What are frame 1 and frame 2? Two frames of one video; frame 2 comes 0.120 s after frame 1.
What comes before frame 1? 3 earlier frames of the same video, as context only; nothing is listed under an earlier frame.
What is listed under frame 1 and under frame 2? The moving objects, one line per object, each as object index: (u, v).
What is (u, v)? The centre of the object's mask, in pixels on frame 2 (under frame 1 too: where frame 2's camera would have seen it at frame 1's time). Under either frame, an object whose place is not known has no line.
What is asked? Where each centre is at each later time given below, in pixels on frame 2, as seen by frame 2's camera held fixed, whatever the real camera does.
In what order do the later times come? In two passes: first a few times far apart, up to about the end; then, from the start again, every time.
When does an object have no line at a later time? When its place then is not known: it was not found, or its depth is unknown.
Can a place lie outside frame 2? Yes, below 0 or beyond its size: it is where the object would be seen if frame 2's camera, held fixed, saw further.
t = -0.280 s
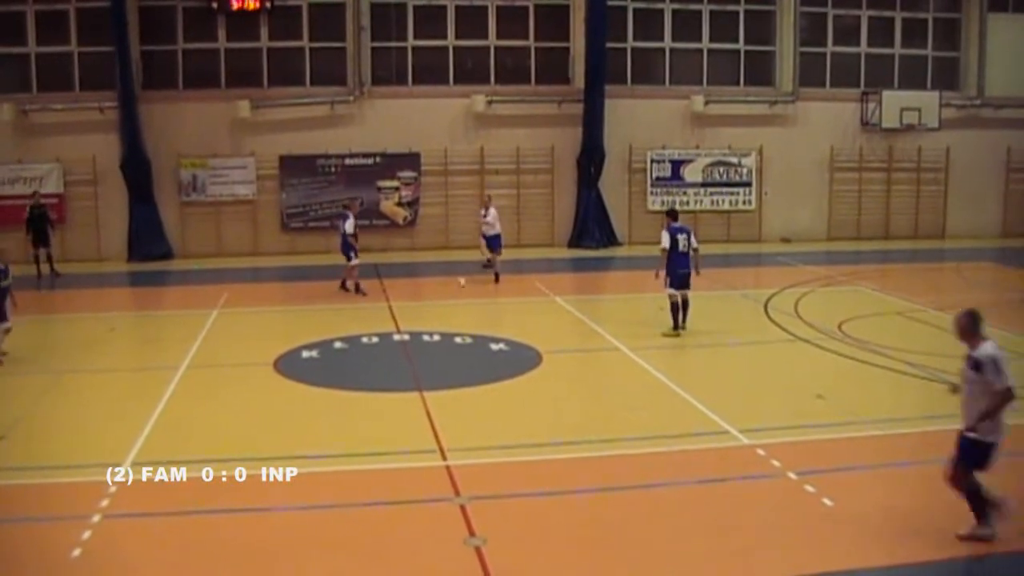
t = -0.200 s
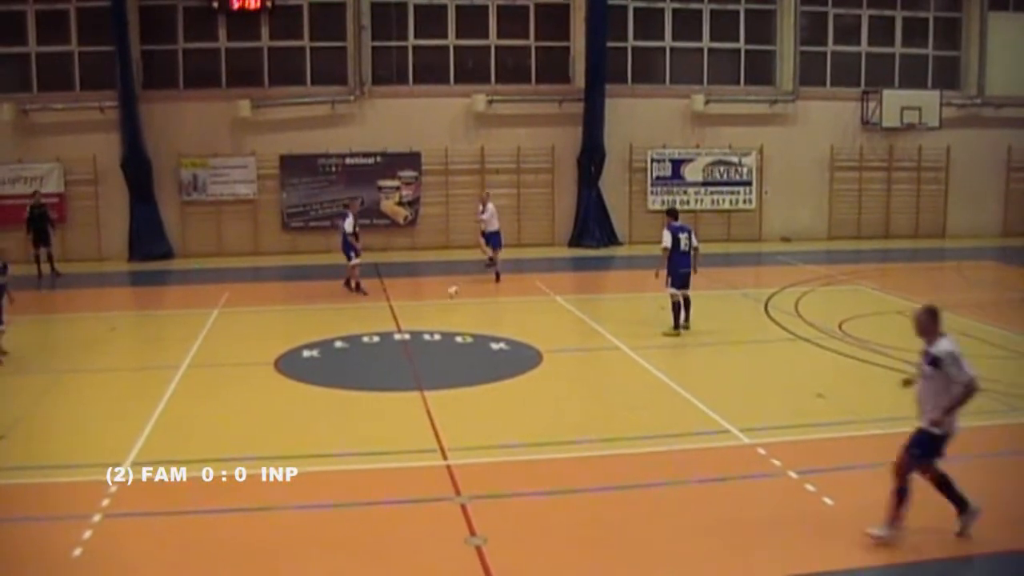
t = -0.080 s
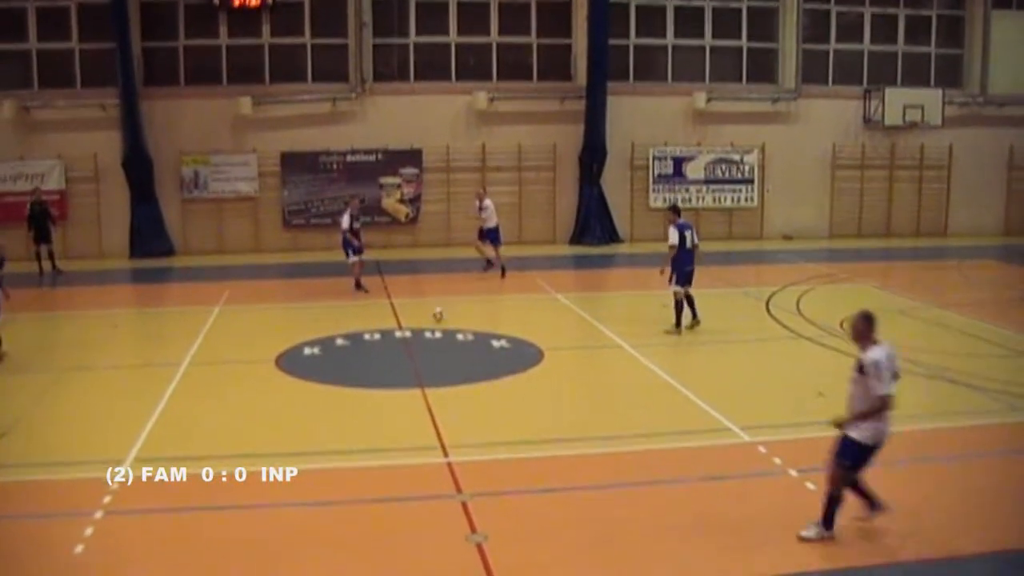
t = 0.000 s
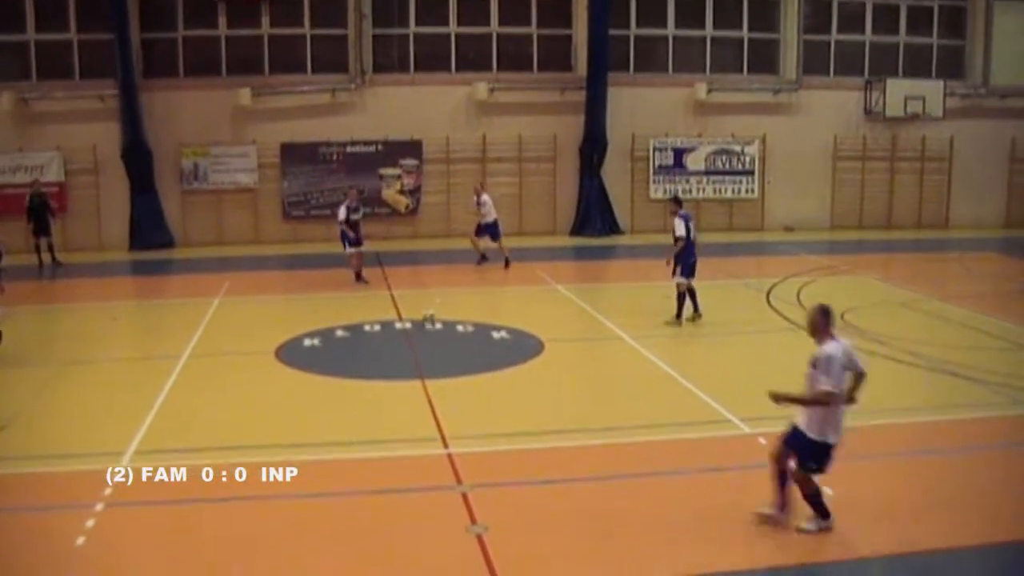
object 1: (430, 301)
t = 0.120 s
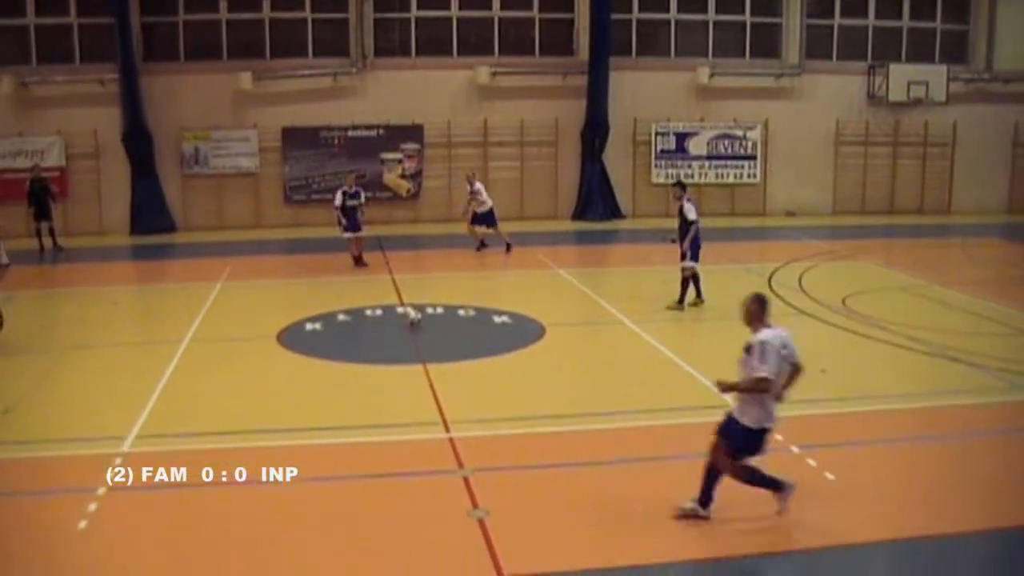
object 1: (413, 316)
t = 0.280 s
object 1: (391, 345)
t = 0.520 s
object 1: (349, 394)
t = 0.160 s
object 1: (407, 327)
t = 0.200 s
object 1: (402, 333)
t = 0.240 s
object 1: (397, 338)
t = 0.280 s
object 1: (391, 345)
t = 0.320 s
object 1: (385, 353)
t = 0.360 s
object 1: (379, 361)
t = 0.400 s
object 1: (372, 366)
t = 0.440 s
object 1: (365, 374)
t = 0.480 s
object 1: (358, 385)
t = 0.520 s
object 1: (349, 394)
